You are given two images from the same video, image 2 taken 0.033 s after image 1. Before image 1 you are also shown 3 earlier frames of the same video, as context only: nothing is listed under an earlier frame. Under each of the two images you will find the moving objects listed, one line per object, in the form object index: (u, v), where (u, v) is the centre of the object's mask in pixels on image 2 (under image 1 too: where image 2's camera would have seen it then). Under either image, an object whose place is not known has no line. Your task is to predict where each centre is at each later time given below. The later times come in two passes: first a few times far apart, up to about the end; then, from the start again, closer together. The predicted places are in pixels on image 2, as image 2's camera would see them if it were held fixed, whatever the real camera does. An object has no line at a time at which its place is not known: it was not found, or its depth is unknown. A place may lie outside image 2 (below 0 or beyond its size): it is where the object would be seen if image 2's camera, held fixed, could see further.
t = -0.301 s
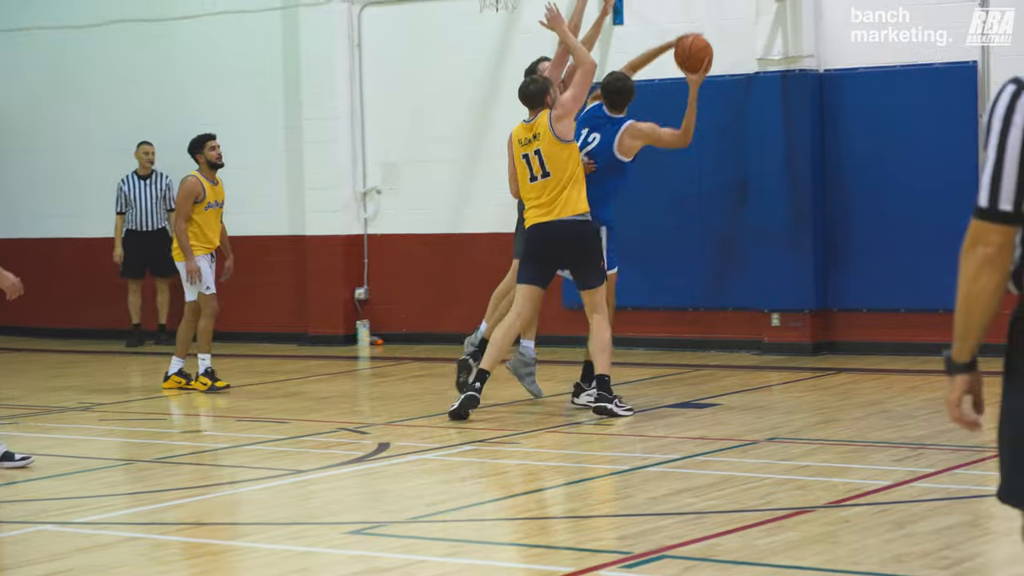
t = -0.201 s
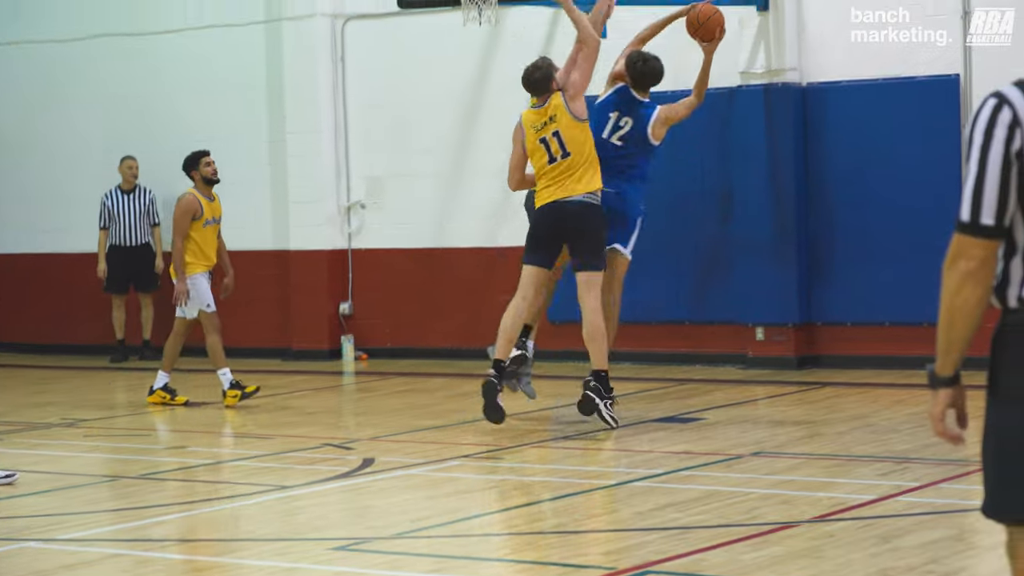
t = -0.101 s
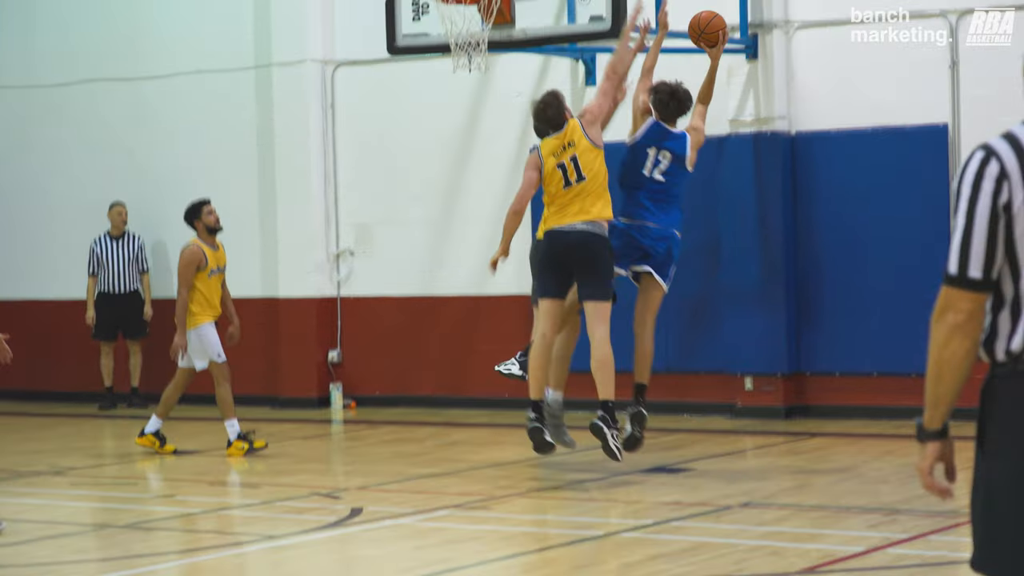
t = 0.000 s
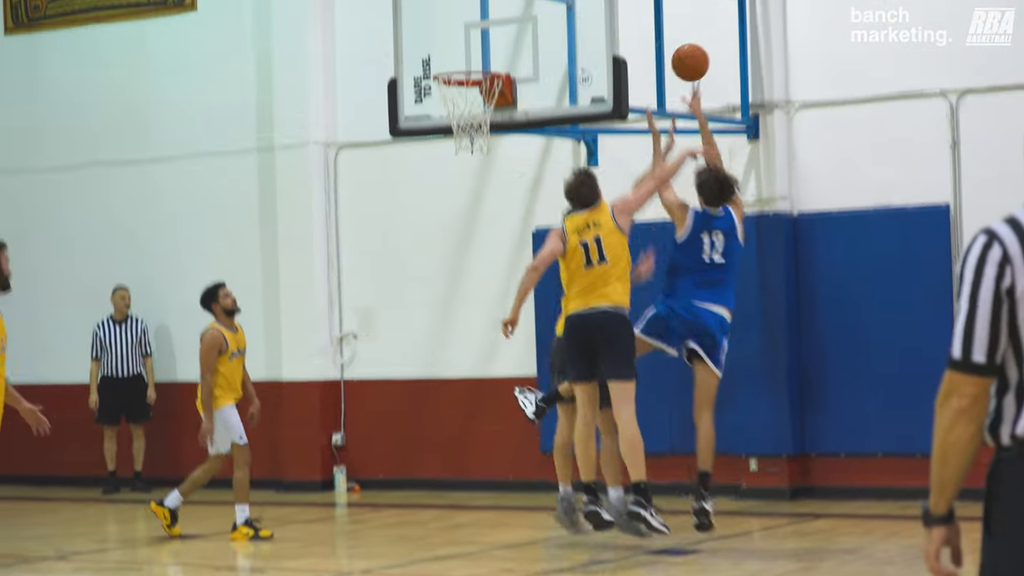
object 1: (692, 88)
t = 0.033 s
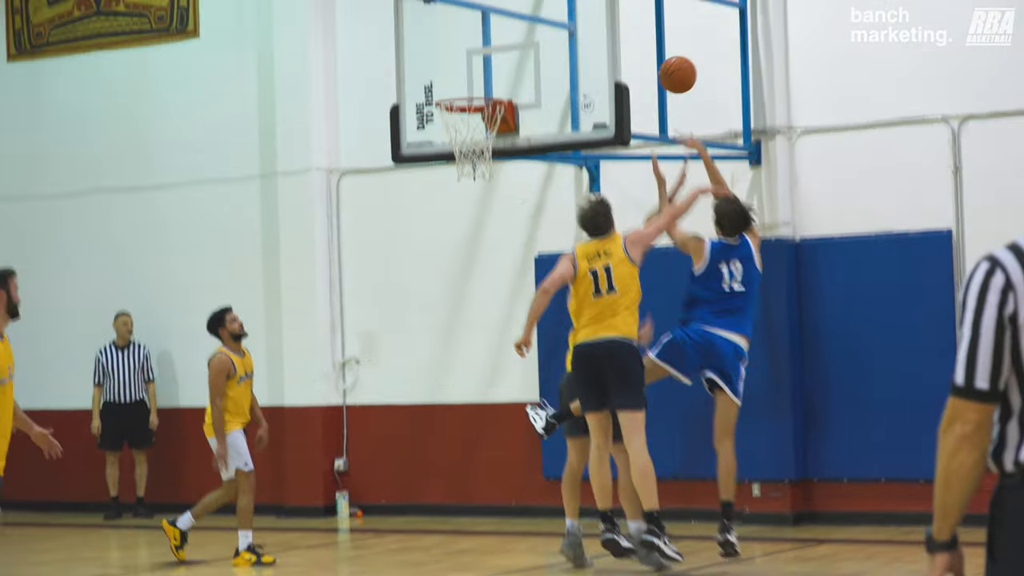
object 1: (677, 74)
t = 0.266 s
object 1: (585, 30)
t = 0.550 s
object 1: (489, 73)
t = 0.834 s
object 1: (433, 180)
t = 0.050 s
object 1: (670, 68)
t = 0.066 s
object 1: (663, 63)
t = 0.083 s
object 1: (656, 58)
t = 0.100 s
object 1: (649, 53)
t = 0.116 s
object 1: (643, 49)
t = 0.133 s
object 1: (636, 45)
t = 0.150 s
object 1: (629, 42)
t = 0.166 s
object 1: (623, 39)
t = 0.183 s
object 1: (616, 36)
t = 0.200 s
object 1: (610, 34)
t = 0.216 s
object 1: (604, 32)
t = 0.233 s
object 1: (597, 31)
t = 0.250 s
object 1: (591, 30)
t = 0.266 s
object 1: (585, 30)
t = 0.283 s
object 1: (579, 30)
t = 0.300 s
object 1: (573, 29)
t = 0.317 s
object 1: (568, 30)
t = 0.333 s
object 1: (562, 30)
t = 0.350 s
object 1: (556, 31)
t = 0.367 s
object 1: (550, 32)
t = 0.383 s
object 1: (544, 34)
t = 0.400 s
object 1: (539, 36)
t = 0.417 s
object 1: (533, 39)
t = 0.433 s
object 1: (528, 42)
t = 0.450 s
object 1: (522, 45)
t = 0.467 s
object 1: (517, 48)
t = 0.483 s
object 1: (511, 52)
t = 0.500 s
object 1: (506, 57)
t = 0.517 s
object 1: (500, 62)
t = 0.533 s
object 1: (495, 67)
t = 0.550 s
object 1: (489, 73)
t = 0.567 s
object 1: (484, 78)
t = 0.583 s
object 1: (479, 84)
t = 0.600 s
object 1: (473, 89)
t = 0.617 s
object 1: (466, 94)
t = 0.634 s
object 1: (462, 106)
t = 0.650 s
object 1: (457, 115)
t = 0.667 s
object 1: (451, 123)
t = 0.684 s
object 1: (447, 130)
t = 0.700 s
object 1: (444, 138)
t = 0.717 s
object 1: (442, 144)
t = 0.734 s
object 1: (440, 148)
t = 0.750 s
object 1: (438, 151)
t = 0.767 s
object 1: (437, 157)
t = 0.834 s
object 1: (433, 180)
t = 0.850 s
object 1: (432, 187)
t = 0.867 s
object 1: (431, 194)
